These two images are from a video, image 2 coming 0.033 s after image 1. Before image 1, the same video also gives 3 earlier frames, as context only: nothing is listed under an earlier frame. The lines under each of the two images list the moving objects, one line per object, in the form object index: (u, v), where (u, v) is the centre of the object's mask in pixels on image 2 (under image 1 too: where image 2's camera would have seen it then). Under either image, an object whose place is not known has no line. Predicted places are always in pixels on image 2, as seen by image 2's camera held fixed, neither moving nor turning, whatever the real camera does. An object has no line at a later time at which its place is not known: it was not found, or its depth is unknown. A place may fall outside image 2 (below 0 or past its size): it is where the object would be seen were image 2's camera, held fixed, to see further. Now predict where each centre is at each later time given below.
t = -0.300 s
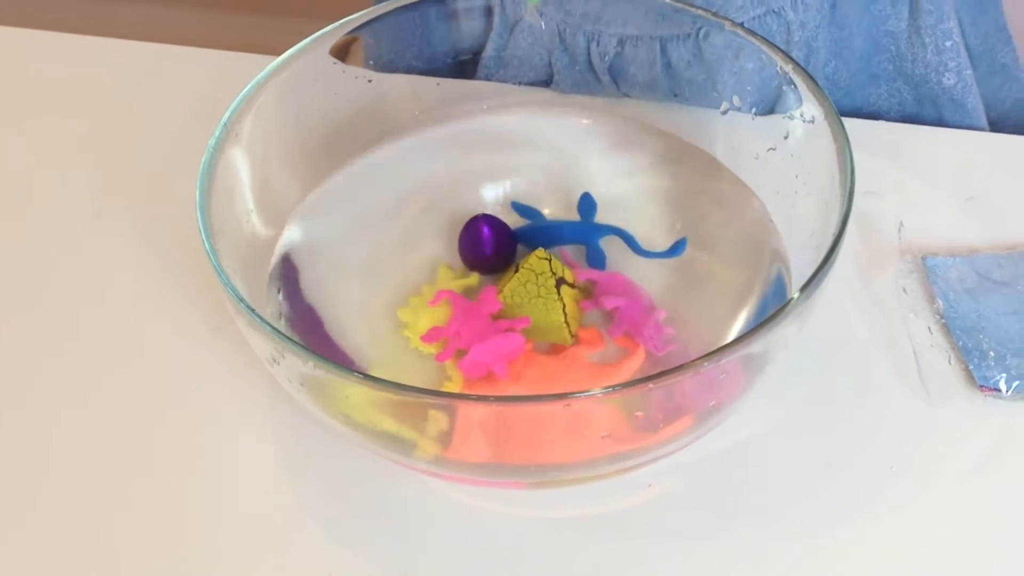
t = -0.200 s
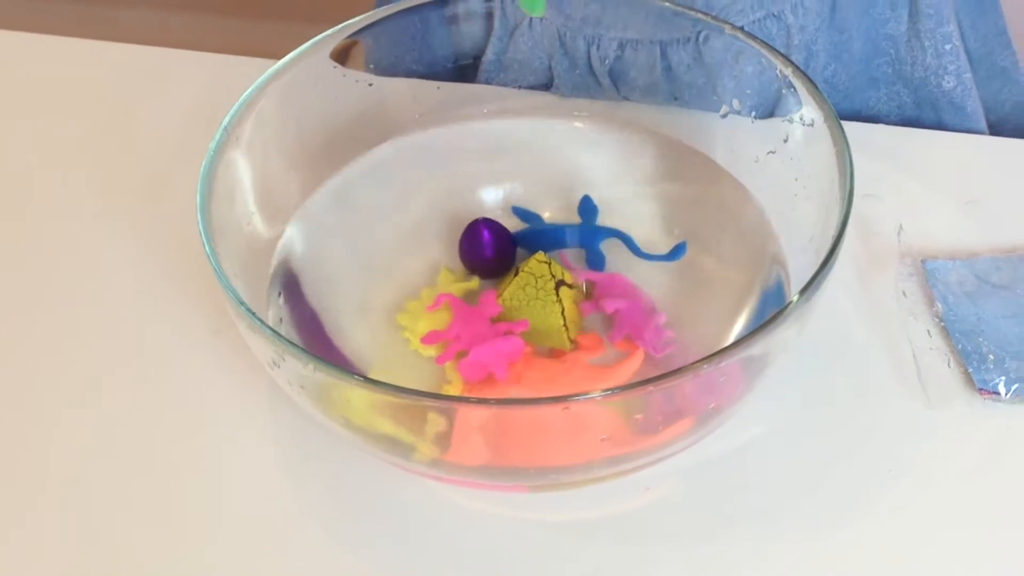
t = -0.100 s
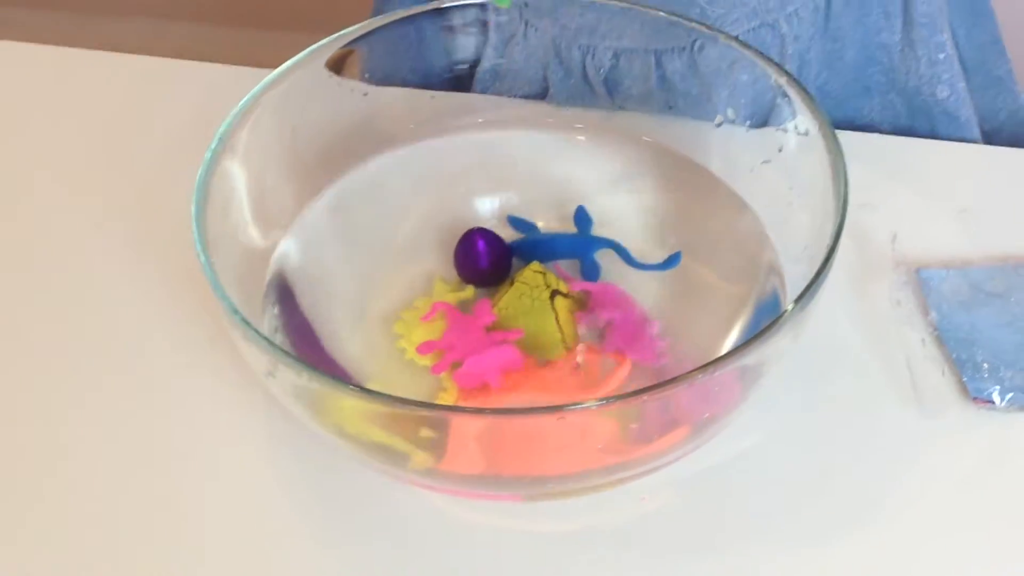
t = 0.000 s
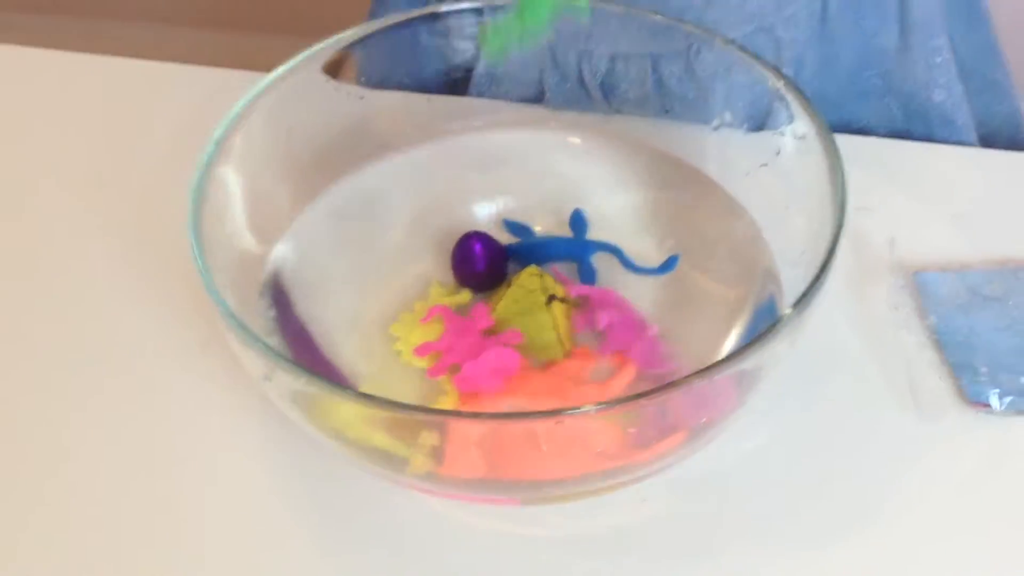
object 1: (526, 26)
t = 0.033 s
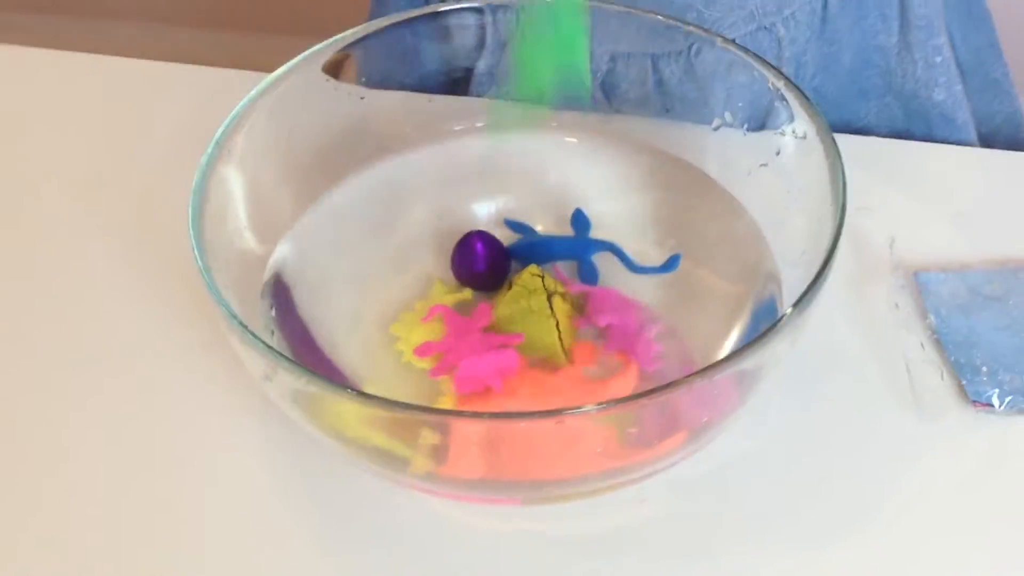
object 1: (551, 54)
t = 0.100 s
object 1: (551, 313)
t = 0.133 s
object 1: (554, 381)
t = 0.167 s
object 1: (528, 367)
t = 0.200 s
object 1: (536, 365)
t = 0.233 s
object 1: (540, 370)
